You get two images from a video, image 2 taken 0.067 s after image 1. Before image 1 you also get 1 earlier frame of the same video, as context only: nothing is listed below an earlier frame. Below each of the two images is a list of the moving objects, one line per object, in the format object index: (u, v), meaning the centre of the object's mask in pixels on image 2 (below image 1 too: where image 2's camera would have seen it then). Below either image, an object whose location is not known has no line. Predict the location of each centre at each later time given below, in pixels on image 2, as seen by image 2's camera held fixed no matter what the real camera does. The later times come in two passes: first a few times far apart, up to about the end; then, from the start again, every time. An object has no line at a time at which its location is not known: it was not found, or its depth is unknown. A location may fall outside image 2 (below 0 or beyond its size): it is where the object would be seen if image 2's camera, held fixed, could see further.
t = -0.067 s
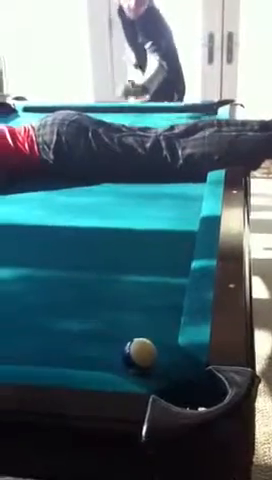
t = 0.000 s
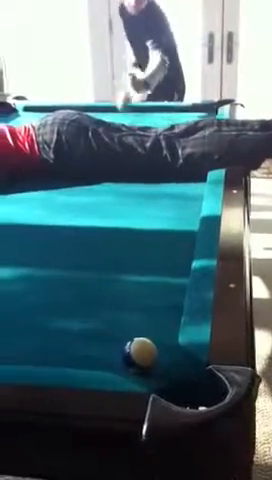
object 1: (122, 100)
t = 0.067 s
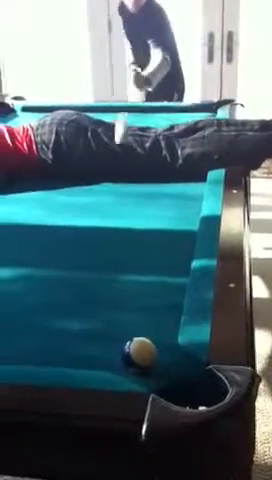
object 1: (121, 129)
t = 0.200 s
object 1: (126, 206)
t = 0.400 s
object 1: (124, 302)
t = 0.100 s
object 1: (123, 150)
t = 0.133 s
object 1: (123, 176)
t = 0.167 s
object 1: (124, 200)
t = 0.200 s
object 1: (126, 206)
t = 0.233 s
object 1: (126, 213)
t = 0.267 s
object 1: (125, 225)
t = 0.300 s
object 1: (124, 243)
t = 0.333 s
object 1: (125, 266)
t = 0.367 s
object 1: (126, 286)
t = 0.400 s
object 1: (124, 302)
